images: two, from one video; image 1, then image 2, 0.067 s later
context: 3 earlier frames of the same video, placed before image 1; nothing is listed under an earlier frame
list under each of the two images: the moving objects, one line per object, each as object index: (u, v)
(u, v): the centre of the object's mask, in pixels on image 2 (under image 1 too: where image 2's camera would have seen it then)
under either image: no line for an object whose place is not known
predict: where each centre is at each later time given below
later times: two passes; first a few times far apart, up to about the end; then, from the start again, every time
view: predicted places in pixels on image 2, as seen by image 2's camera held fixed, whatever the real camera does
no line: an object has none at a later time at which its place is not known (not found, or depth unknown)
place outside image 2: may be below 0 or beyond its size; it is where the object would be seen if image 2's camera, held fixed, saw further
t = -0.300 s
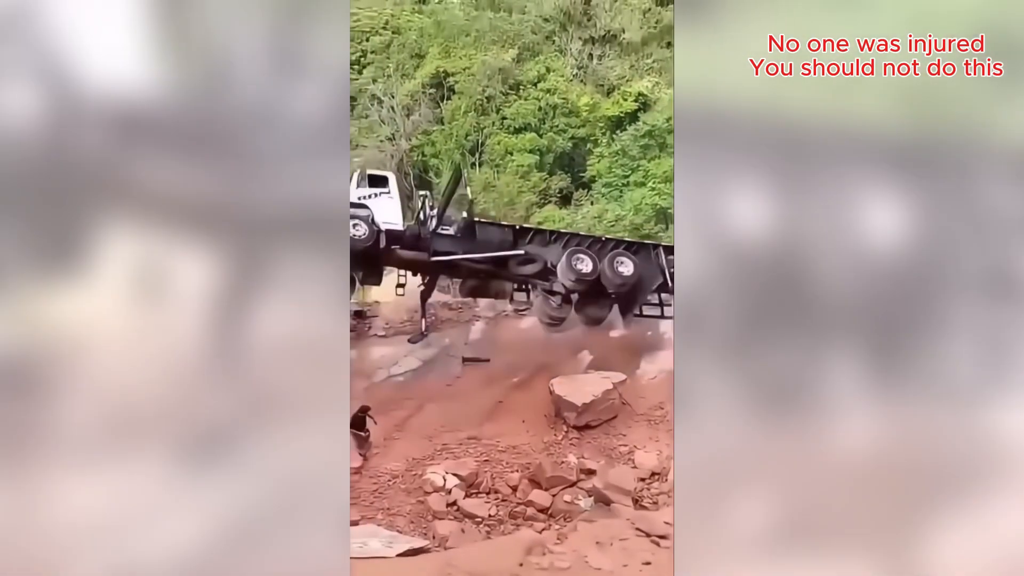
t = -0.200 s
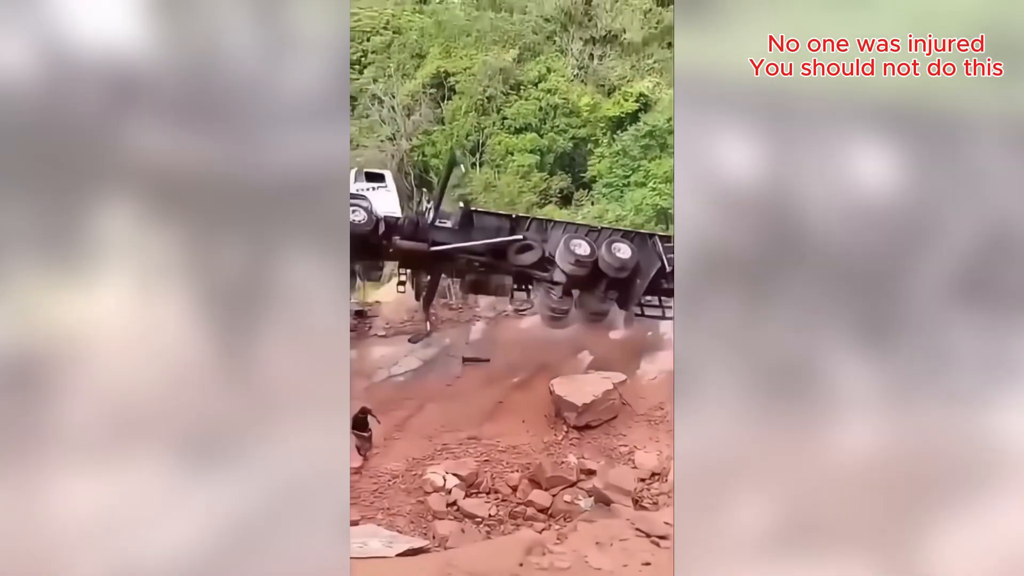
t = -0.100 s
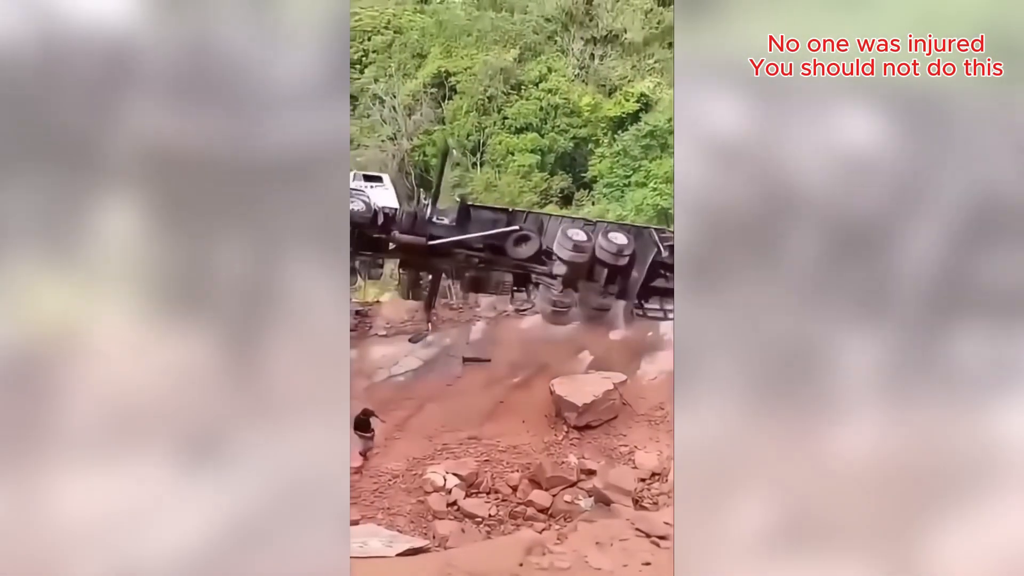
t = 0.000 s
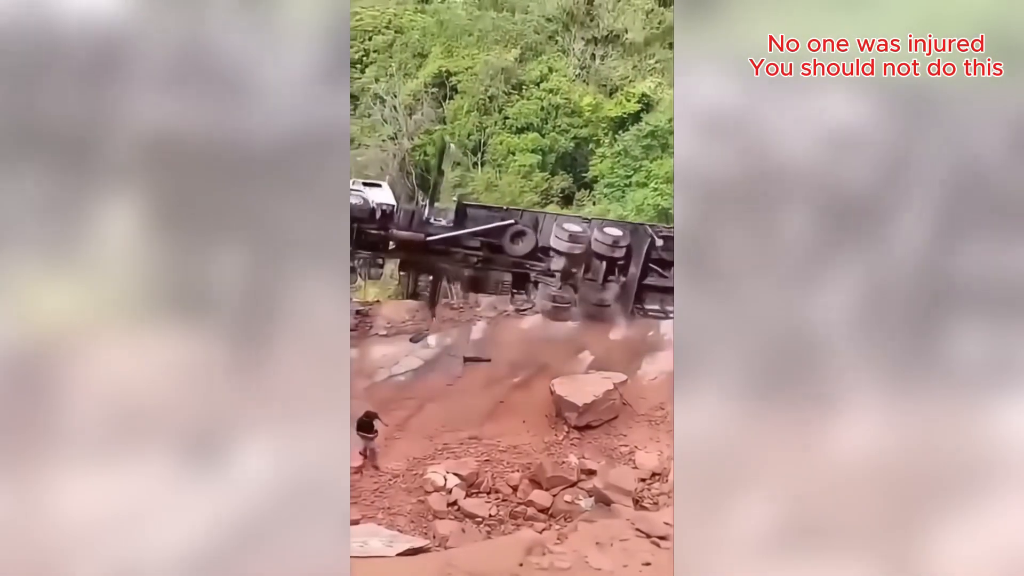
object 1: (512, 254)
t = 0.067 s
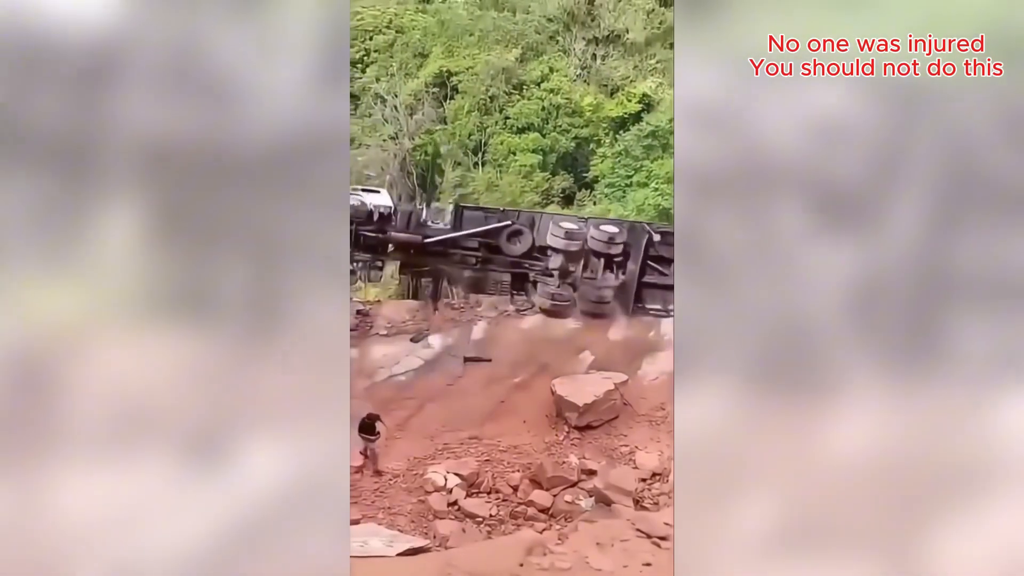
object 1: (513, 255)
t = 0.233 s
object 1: (518, 258)
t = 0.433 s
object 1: (526, 255)
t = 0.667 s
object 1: (538, 254)
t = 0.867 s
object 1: (522, 255)
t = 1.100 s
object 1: (508, 245)
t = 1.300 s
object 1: (499, 240)
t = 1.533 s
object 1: (496, 235)
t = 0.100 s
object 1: (512, 255)
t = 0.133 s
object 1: (513, 254)
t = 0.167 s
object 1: (517, 257)
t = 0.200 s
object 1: (518, 258)
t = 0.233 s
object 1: (518, 258)
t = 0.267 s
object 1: (519, 257)
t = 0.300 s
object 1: (522, 257)
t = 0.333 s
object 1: (523, 256)
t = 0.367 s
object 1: (524, 256)
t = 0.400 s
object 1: (525, 256)
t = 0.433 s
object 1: (526, 255)
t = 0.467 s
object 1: (528, 255)
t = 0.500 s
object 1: (529, 255)
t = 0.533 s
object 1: (526, 255)
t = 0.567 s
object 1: (526, 255)
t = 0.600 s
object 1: (528, 255)
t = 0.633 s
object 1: (533, 255)
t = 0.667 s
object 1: (538, 254)
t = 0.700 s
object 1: (538, 253)
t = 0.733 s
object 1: (533, 254)
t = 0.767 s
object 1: (534, 254)
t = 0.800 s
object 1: (530, 255)
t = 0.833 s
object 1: (538, 251)
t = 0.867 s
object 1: (522, 255)
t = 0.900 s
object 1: (522, 253)
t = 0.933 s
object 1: (522, 251)
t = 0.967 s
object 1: (519, 250)
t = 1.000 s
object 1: (515, 250)
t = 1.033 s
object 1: (510, 250)
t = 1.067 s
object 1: (510, 246)
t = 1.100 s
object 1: (508, 245)
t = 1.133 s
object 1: (508, 243)
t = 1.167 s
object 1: (502, 246)
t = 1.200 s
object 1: (501, 245)
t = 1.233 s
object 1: (501, 241)
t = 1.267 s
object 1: (501, 241)
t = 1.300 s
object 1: (499, 240)
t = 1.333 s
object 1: (499, 238)
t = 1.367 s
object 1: (499, 238)
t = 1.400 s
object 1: (502, 234)
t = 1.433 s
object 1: (498, 236)
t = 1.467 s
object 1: (498, 236)
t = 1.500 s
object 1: (496, 236)
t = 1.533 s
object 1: (496, 235)
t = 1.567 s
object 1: (496, 234)
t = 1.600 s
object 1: (497, 233)
